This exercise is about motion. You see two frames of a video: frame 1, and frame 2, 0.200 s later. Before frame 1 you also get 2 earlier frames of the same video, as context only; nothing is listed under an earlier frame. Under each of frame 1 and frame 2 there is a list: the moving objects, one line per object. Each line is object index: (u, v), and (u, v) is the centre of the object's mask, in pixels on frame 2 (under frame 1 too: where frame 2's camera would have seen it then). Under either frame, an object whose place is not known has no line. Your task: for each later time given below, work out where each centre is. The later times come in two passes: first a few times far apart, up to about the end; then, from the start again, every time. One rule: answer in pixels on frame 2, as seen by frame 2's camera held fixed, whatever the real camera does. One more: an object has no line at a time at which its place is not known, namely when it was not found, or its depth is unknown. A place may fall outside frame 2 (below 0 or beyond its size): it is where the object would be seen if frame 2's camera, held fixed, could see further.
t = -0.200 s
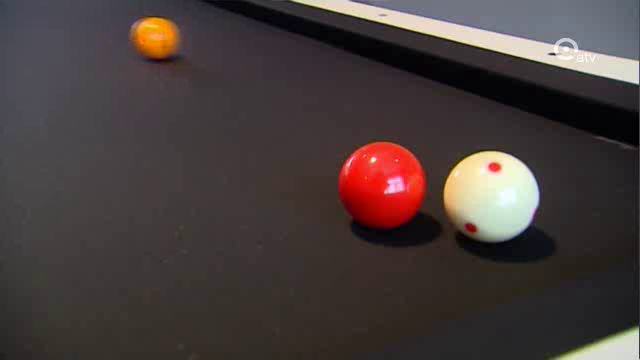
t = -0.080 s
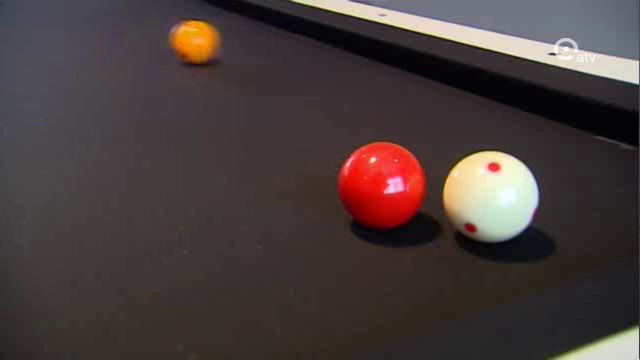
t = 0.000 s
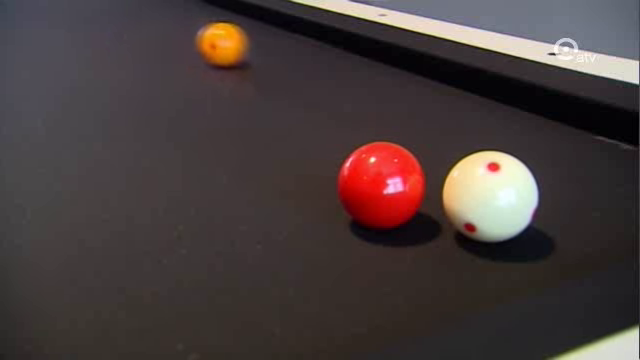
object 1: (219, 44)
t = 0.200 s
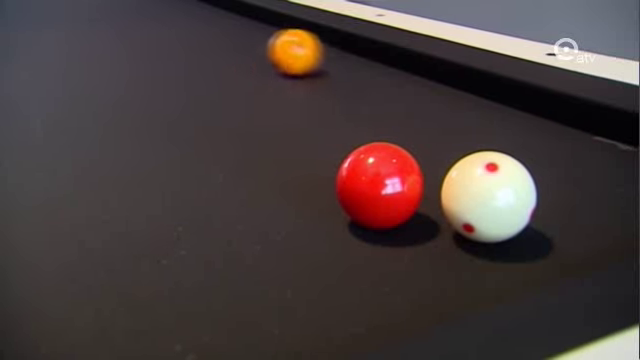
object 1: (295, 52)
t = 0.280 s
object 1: (326, 55)
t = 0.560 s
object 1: (415, 70)
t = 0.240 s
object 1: (310, 53)
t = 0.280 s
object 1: (326, 55)
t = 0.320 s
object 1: (343, 56)
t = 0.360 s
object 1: (359, 58)
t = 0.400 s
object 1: (376, 59)
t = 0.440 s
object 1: (394, 61)
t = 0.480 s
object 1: (409, 63)
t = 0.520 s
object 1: (412, 67)
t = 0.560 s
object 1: (415, 70)
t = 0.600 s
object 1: (417, 73)
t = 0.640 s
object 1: (420, 77)
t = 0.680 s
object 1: (423, 80)
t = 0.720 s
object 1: (425, 83)
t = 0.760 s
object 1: (428, 87)
